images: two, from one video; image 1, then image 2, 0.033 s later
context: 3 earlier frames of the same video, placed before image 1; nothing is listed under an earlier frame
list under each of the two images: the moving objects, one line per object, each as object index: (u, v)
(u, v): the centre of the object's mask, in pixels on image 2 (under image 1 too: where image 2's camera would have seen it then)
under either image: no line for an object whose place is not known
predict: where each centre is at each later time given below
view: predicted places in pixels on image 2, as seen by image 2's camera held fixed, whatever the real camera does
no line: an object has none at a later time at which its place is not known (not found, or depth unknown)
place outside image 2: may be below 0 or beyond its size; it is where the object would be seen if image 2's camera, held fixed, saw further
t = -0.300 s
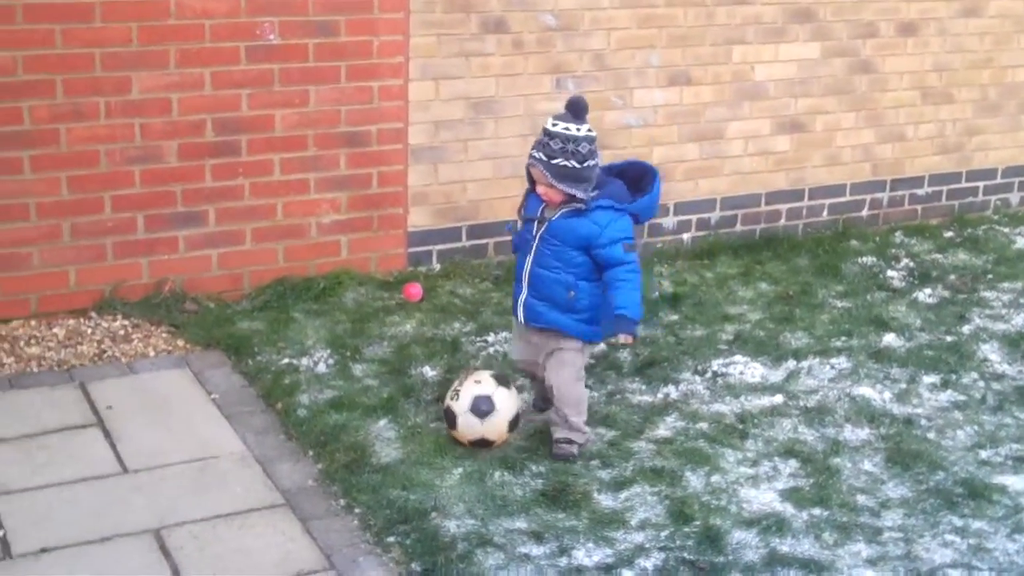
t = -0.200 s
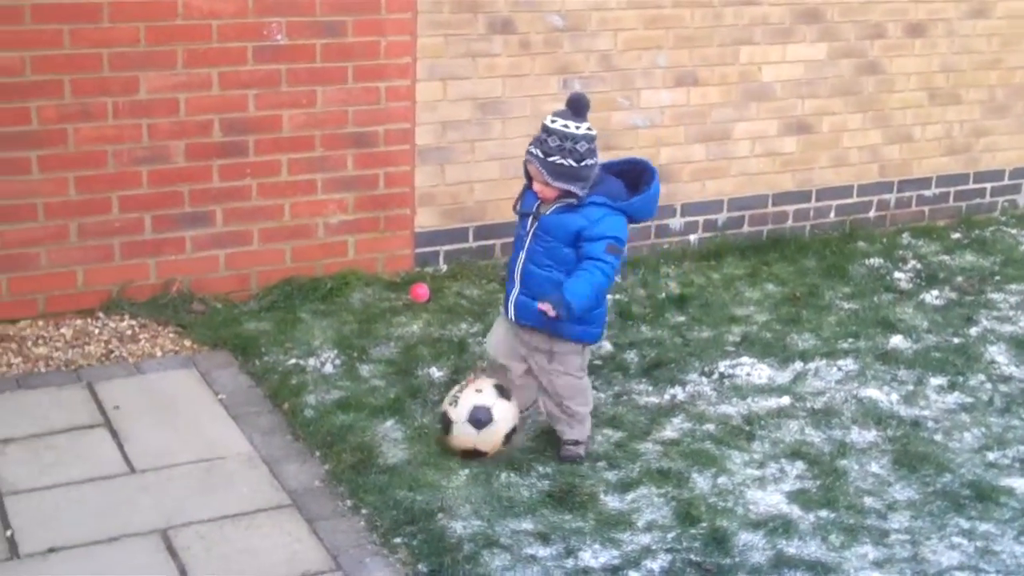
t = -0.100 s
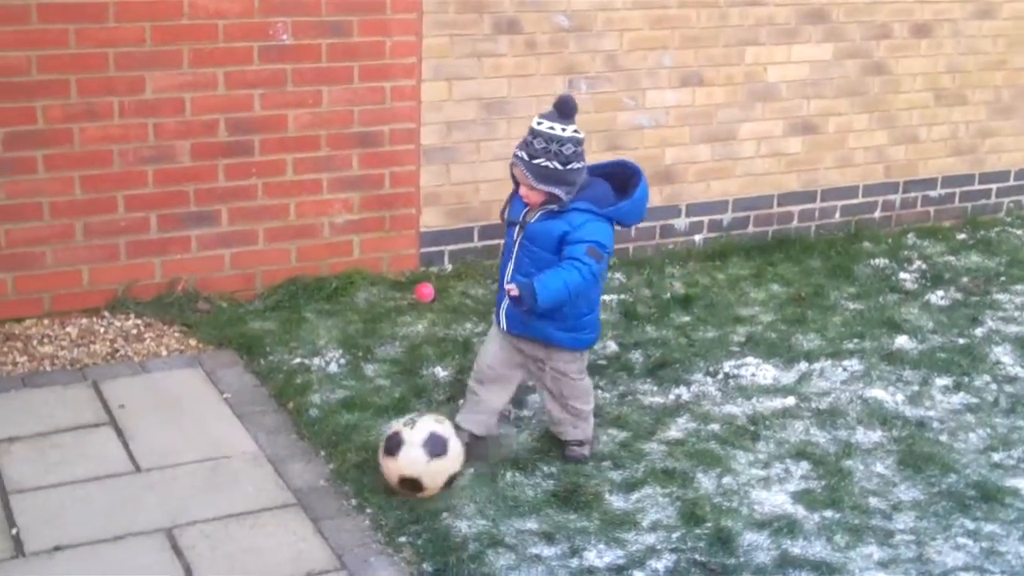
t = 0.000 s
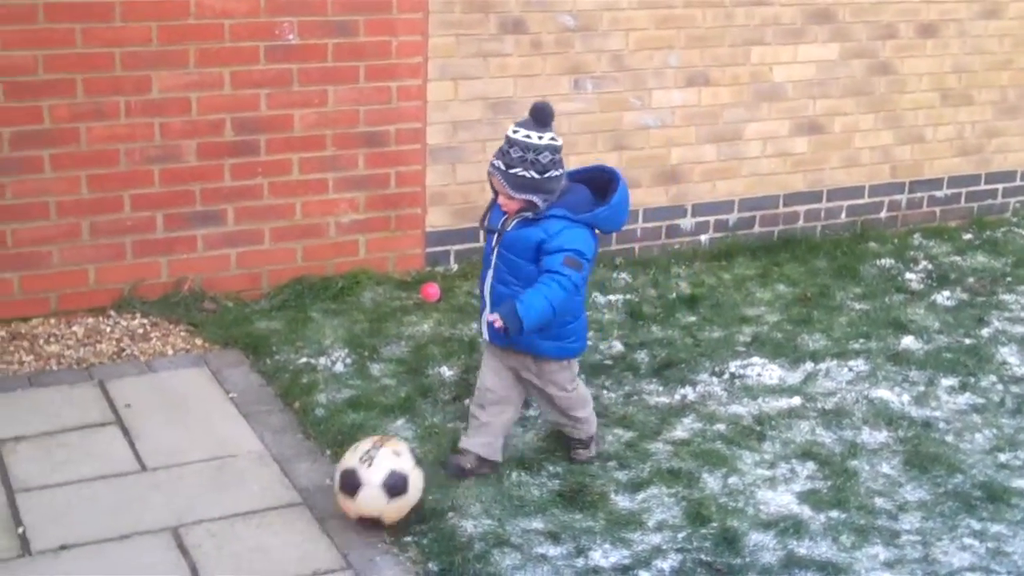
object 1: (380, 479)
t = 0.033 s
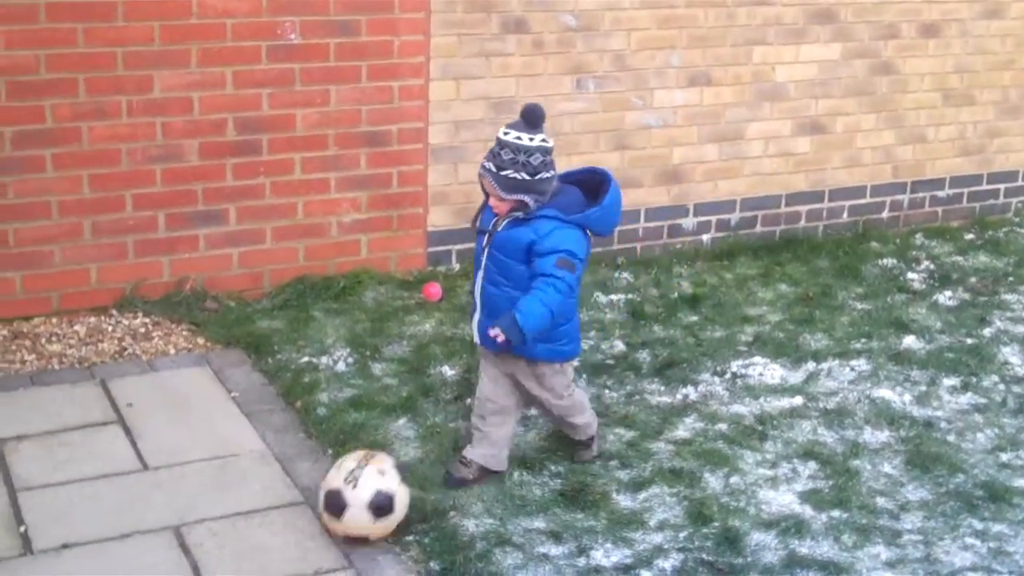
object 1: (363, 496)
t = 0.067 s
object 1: (353, 502)
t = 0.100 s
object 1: (342, 510)
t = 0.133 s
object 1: (330, 520)
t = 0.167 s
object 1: (318, 528)
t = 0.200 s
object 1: (308, 533)
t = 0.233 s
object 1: (297, 538)
